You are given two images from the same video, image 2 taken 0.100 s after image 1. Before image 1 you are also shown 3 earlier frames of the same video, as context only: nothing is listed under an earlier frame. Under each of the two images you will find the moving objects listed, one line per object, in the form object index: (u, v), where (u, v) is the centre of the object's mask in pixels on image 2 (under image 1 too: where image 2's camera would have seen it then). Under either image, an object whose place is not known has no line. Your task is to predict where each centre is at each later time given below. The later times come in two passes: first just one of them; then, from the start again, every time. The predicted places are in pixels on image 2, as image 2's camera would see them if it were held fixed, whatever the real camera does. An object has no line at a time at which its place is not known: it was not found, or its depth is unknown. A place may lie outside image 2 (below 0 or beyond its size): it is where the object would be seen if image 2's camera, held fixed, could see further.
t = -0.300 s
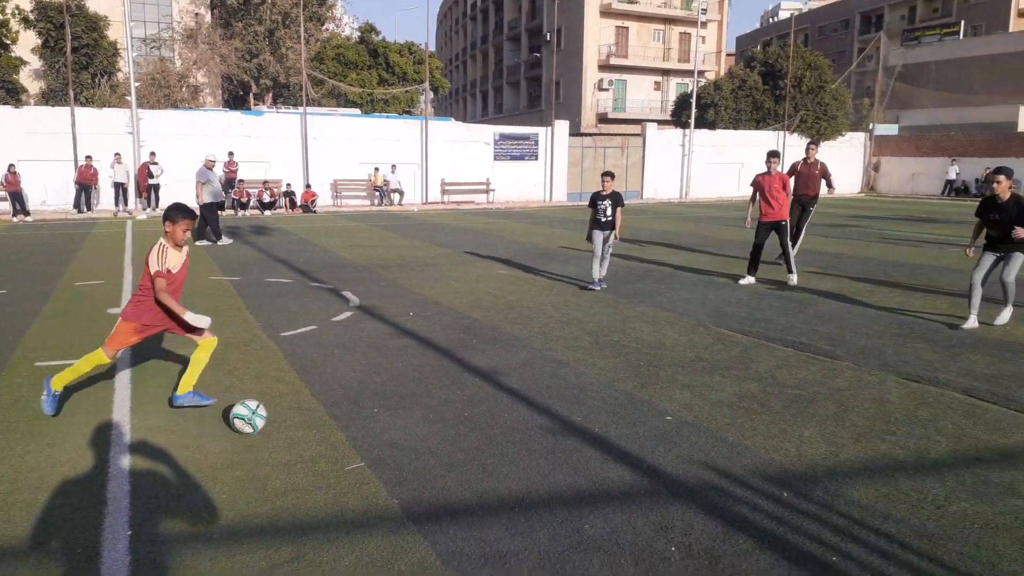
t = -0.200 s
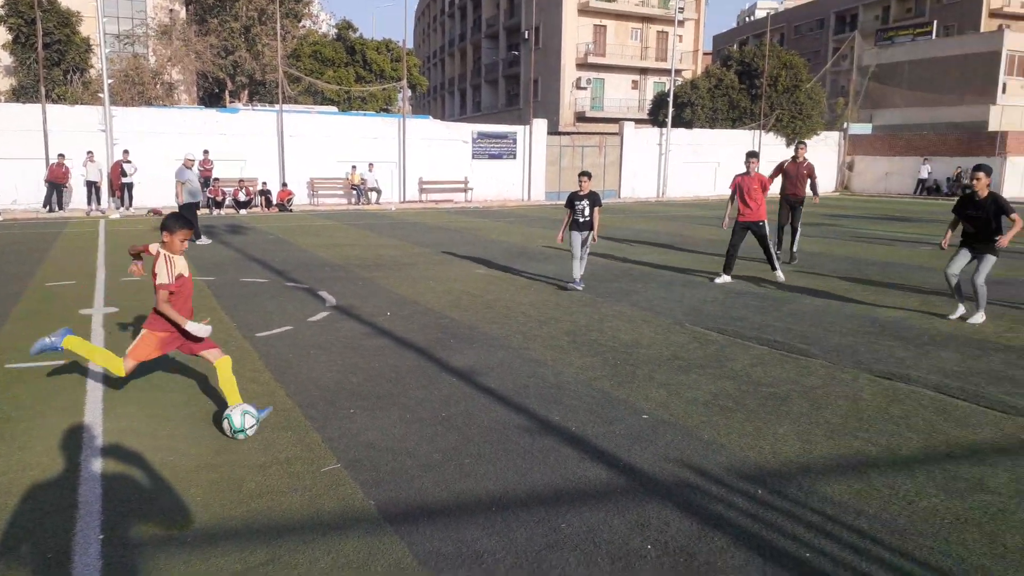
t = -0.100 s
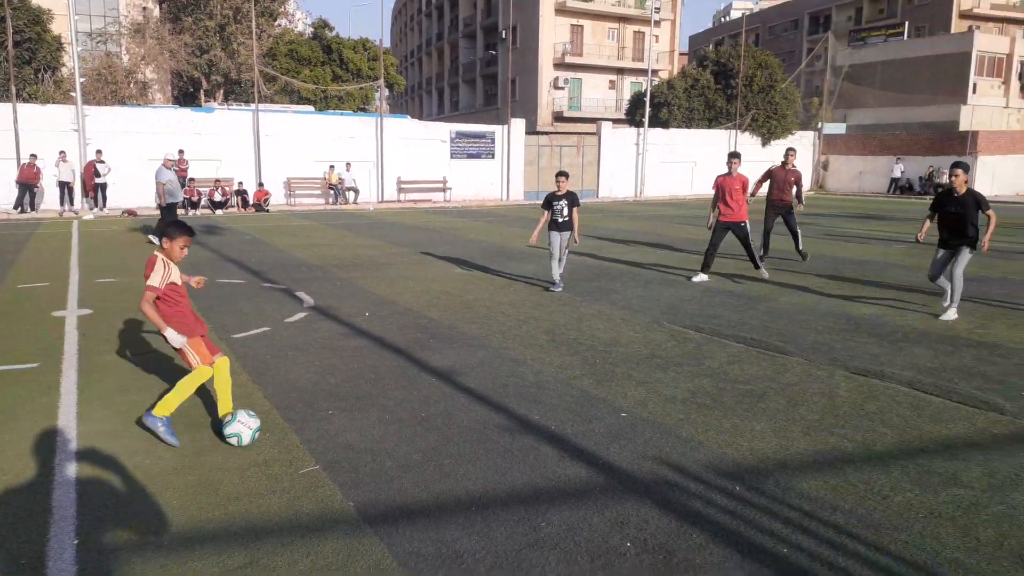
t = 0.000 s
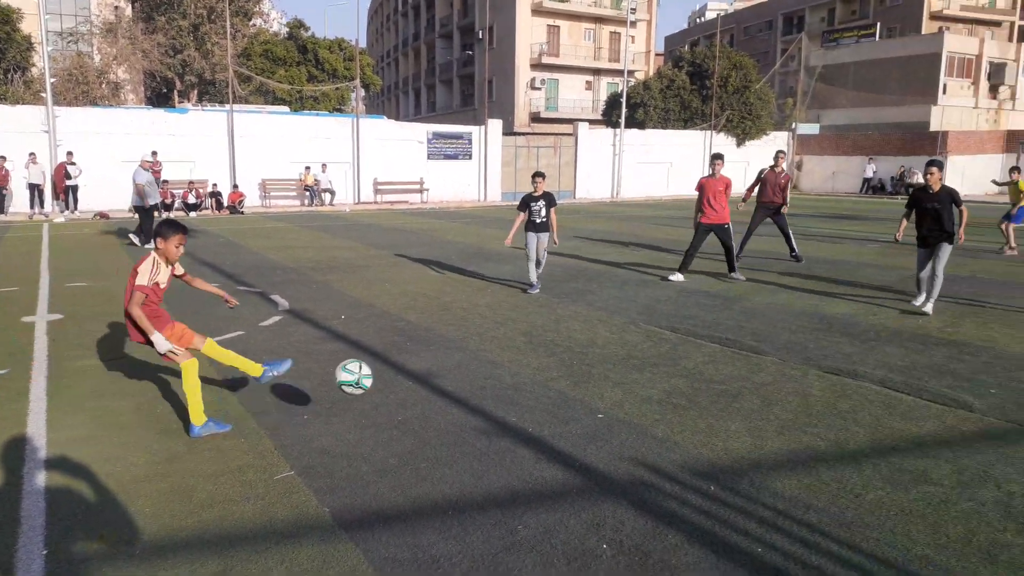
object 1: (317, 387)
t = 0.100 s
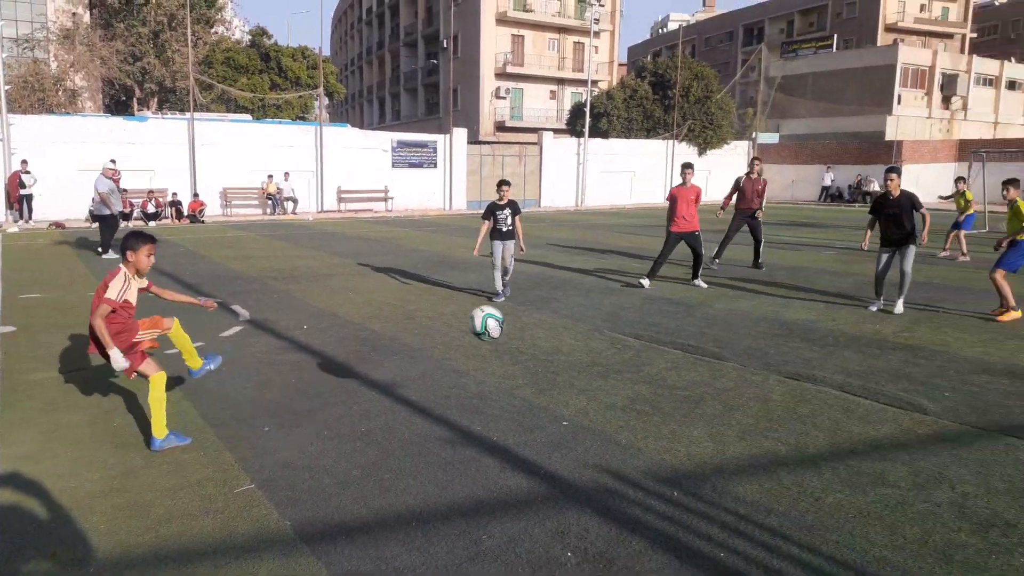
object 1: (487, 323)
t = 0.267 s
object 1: (760, 254)
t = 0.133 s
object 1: (543, 305)
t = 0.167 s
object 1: (597, 289)
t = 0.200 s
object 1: (651, 276)
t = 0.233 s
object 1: (705, 265)
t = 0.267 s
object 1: (760, 254)
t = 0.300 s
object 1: (814, 245)
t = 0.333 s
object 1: (867, 239)
